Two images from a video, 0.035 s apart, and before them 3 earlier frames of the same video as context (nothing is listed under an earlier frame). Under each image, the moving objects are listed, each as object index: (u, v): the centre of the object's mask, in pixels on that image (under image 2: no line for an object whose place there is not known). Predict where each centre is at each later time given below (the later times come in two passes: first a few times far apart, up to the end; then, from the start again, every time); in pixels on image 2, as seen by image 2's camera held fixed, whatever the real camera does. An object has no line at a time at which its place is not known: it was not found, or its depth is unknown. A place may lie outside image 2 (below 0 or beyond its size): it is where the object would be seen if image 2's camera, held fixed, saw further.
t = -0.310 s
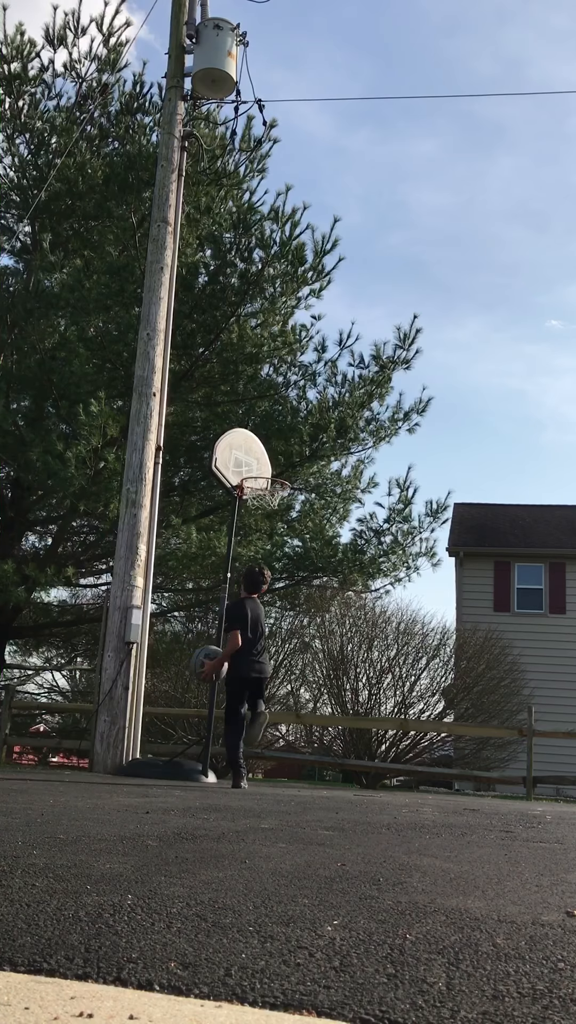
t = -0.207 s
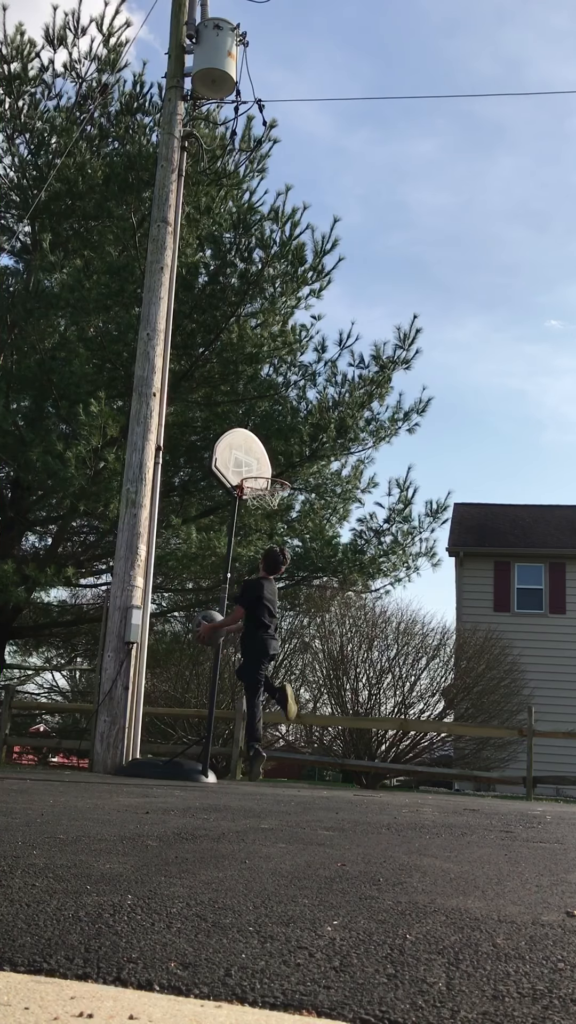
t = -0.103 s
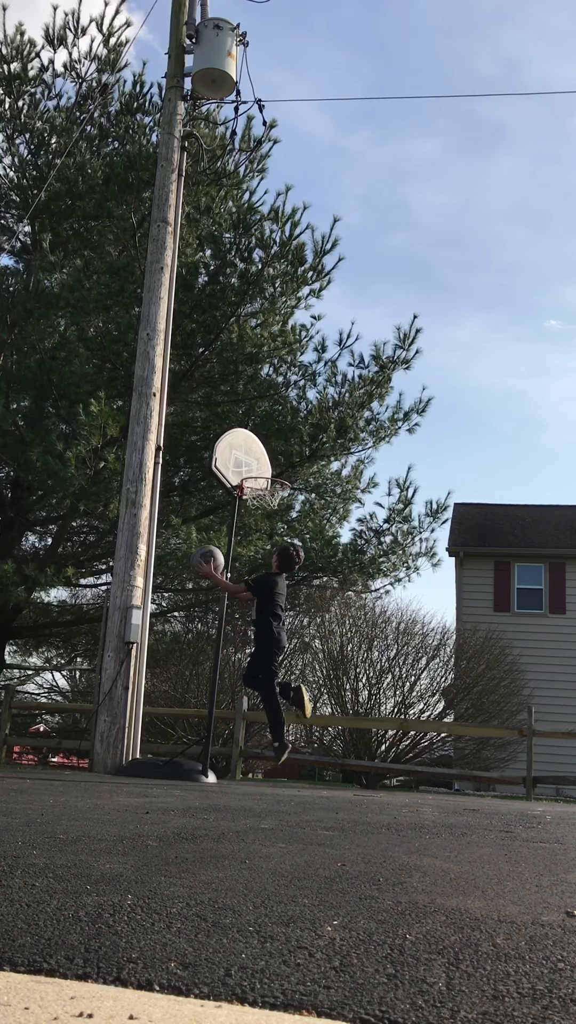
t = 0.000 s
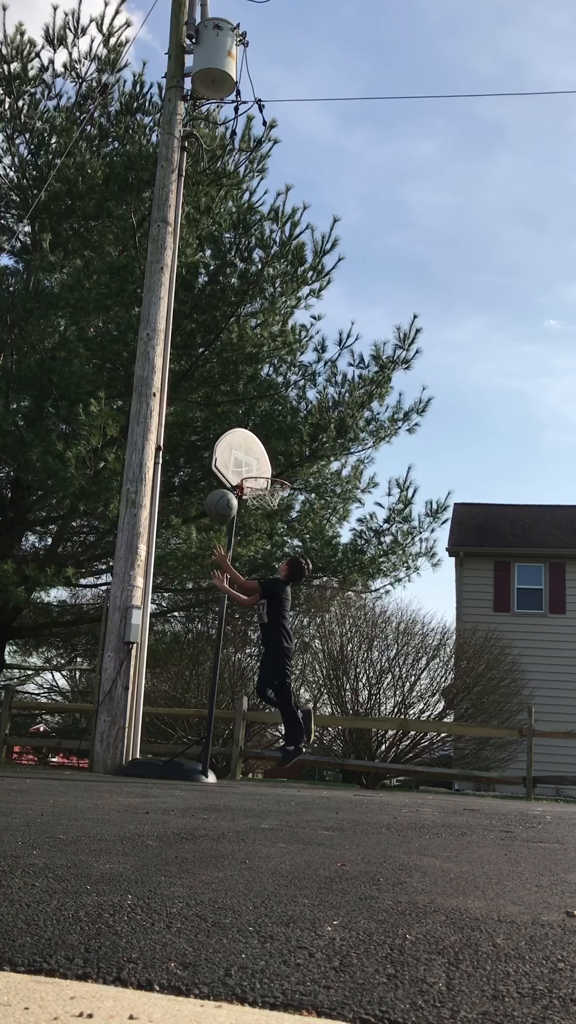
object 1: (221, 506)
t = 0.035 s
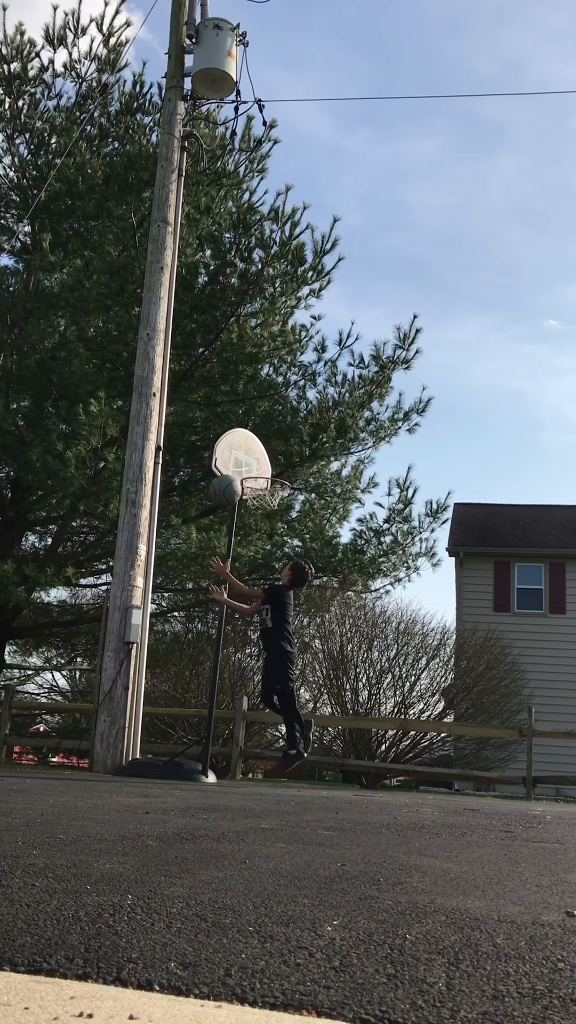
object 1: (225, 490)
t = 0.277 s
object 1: (250, 430)
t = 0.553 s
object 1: (272, 446)
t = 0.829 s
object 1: (292, 536)
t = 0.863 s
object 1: (294, 552)
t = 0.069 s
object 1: (228, 477)
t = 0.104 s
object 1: (232, 465)
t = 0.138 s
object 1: (236, 455)
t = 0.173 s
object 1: (239, 447)
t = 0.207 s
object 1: (243, 439)
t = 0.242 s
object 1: (247, 434)
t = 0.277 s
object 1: (250, 430)
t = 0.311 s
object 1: (252, 427)
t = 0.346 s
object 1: (255, 425)
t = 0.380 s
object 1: (258, 425)
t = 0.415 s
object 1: (260, 426)
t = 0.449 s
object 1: (264, 431)
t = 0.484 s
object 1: (266, 435)
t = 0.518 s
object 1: (269, 440)
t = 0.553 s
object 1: (272, 446)
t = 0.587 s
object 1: (275, 453)
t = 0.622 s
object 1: (277, 462)
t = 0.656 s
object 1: (280, 469)
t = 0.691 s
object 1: (285, 476)
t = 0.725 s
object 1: (289, 497)
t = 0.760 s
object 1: (289, 507)
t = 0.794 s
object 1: (290, 521)
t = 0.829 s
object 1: (292, 536)
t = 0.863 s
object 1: (294, 552)
